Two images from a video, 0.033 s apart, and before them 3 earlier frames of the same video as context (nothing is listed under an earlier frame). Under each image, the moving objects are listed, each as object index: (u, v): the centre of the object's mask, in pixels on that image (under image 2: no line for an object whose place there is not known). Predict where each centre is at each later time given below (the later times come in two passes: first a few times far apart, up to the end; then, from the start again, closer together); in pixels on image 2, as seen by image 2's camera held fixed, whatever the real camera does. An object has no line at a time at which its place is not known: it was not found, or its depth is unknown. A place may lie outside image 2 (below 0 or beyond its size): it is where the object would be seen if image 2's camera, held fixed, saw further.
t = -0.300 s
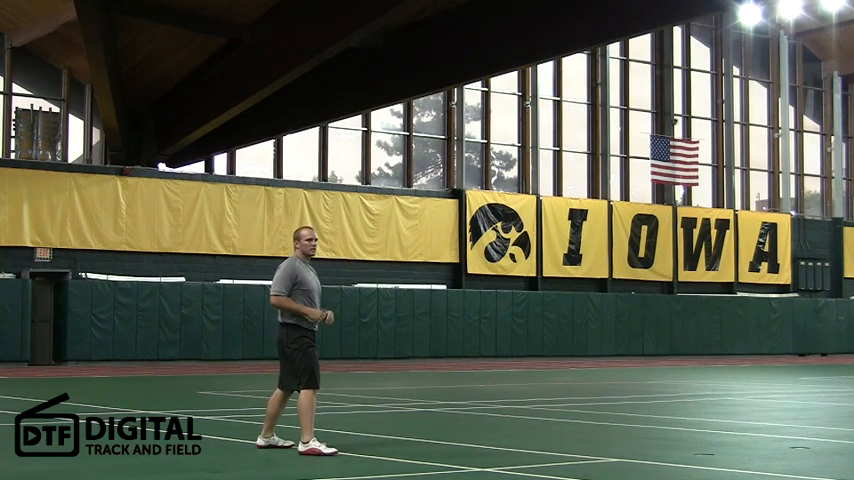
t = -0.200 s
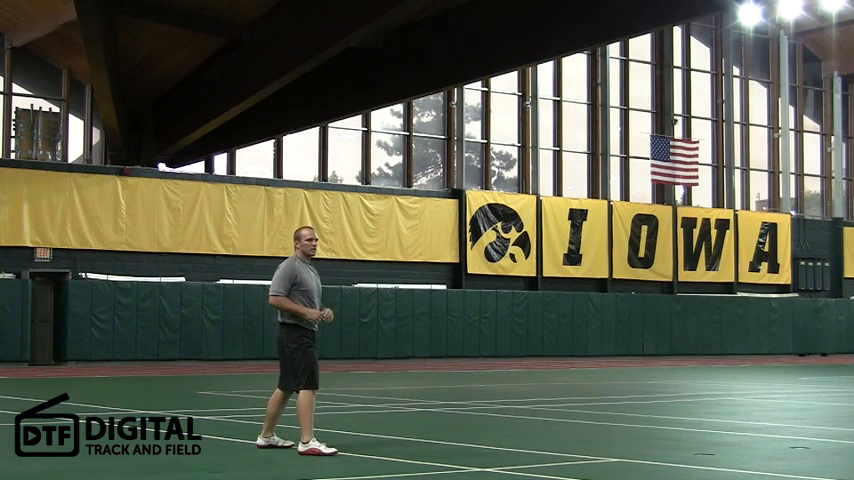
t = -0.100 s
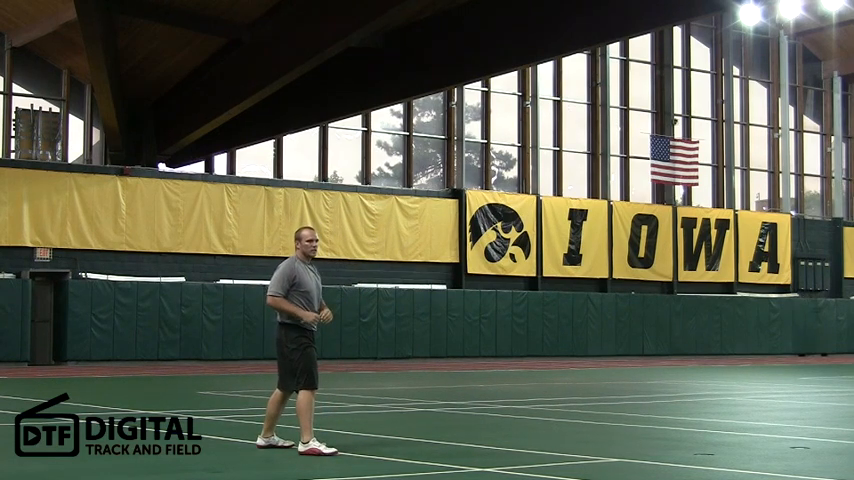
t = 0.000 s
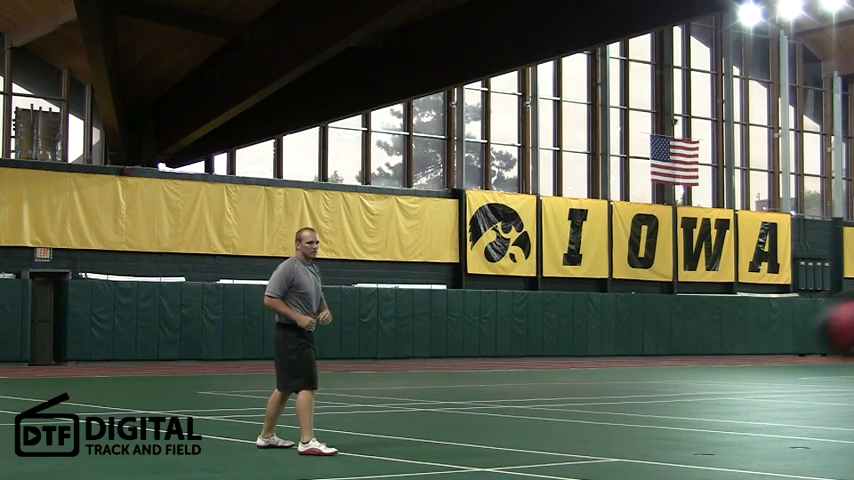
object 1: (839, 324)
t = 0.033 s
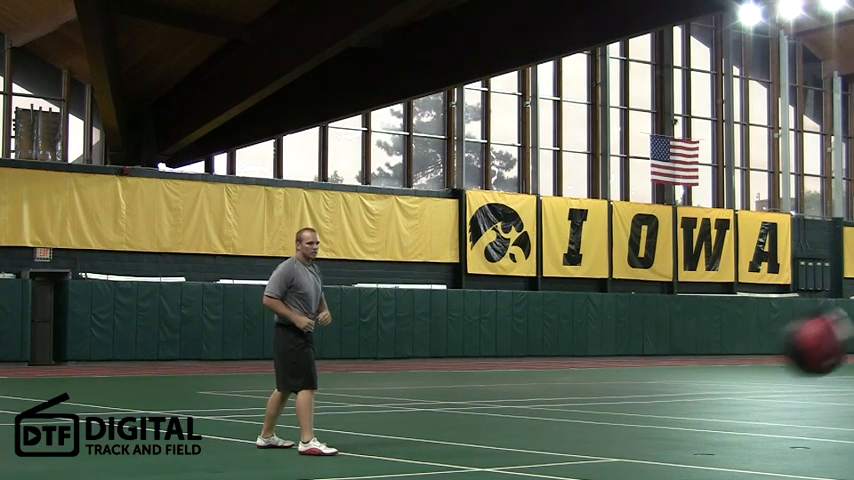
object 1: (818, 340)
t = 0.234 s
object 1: (624, 462)
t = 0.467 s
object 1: (502, 405)
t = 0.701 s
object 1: (396, 409)
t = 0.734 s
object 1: (380, 418)
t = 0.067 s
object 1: (782, 360)
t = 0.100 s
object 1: (749, 378)
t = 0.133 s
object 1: (714, 401)
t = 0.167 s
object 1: (684, 422)
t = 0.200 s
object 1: (653, 446)
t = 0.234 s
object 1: (624, 462)
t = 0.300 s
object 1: (588, 453)
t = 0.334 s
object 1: (572, 440)
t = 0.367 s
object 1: (555, 428)
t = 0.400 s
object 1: (537, 417)
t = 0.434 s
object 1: (520, 410)
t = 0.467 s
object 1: (502, 405)
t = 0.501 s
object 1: (486, 402)
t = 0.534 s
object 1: (470, 401)
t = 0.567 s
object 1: (456, 402)
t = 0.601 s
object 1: (443, 402)
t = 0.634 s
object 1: (428, 402)
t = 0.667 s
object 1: (413, 404)
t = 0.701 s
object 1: (396, 409)
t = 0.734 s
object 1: (380, 418)
